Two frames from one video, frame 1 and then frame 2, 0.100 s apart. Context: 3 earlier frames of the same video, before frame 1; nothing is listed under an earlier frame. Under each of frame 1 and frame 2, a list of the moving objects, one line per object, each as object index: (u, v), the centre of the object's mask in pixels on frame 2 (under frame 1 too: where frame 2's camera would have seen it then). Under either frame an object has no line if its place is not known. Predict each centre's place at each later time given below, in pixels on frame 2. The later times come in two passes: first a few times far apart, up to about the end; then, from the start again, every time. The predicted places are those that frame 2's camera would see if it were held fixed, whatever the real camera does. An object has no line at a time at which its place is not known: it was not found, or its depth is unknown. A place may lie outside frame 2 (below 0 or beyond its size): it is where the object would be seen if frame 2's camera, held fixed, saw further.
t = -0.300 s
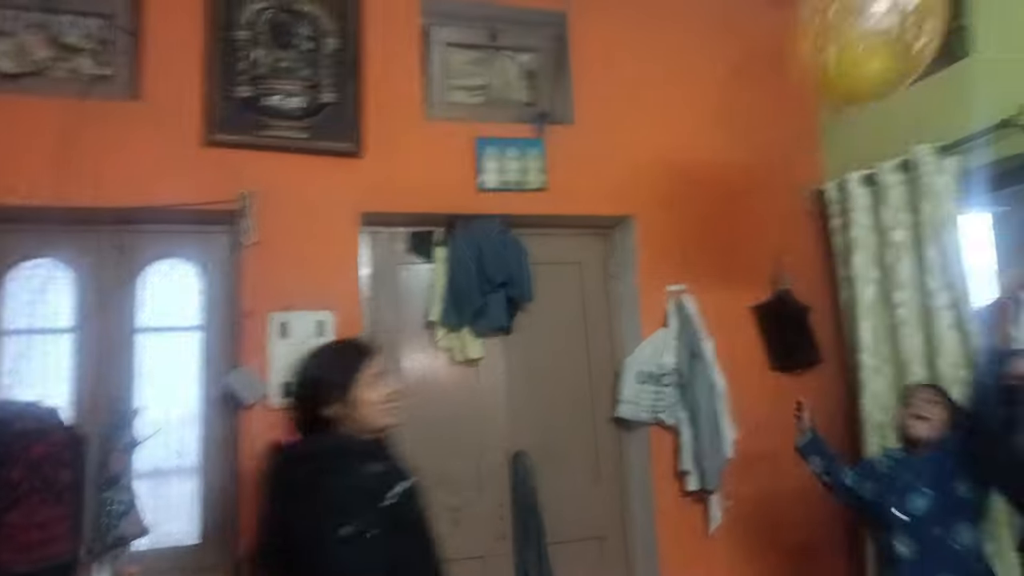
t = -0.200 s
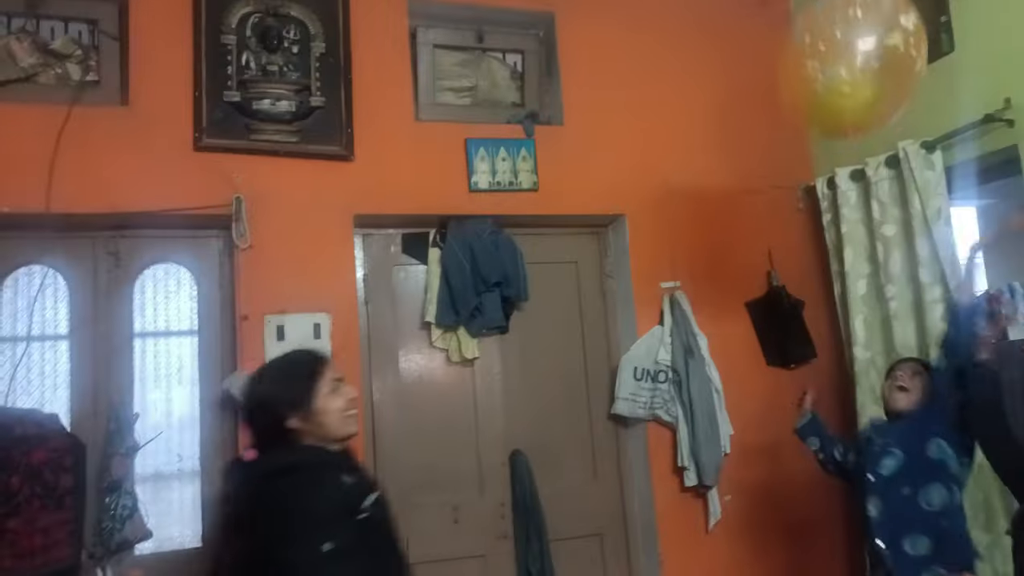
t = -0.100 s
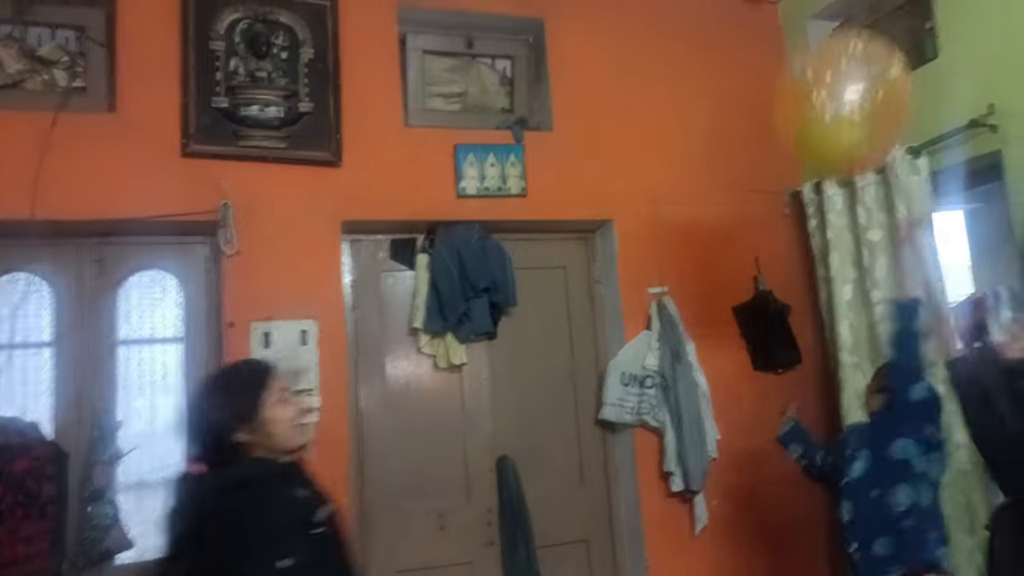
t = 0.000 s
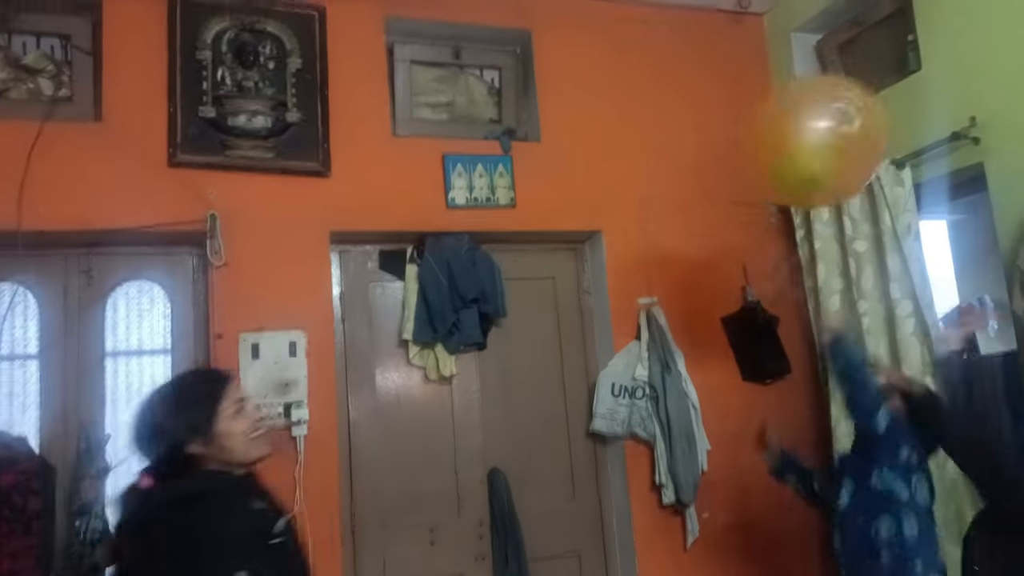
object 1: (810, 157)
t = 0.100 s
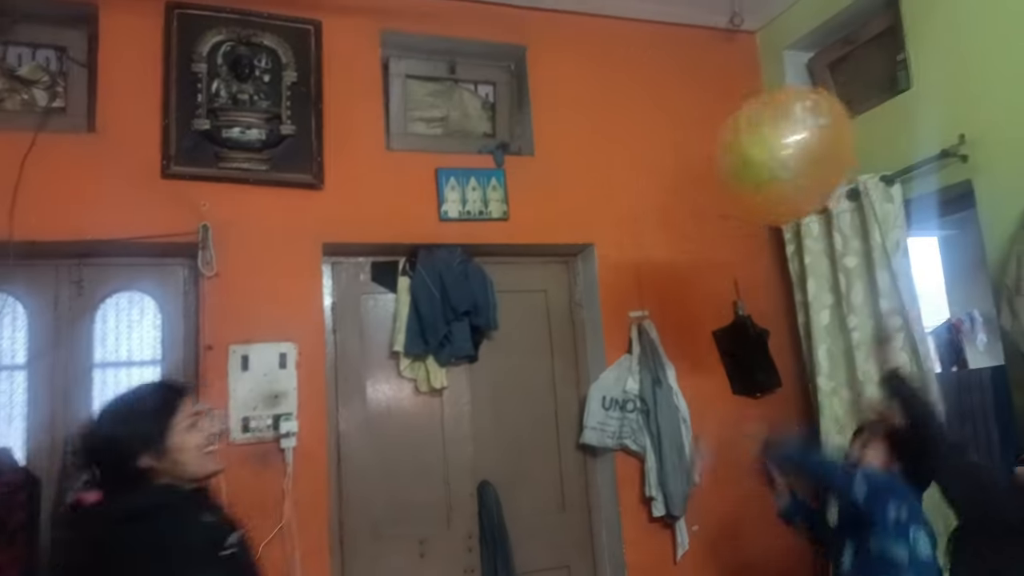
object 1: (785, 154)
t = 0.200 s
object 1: (761, 160)
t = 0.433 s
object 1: (719, 181)
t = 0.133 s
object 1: (779, 156)
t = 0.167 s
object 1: (774, 157)
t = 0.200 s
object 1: (761, 160)
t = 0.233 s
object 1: (756, 161)
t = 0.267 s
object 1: (754, 160)
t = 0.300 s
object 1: (744, 164)
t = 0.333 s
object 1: (736, 168)
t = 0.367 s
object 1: (730, 172)
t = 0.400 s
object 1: (724, 176)
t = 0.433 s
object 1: (719, 181)
